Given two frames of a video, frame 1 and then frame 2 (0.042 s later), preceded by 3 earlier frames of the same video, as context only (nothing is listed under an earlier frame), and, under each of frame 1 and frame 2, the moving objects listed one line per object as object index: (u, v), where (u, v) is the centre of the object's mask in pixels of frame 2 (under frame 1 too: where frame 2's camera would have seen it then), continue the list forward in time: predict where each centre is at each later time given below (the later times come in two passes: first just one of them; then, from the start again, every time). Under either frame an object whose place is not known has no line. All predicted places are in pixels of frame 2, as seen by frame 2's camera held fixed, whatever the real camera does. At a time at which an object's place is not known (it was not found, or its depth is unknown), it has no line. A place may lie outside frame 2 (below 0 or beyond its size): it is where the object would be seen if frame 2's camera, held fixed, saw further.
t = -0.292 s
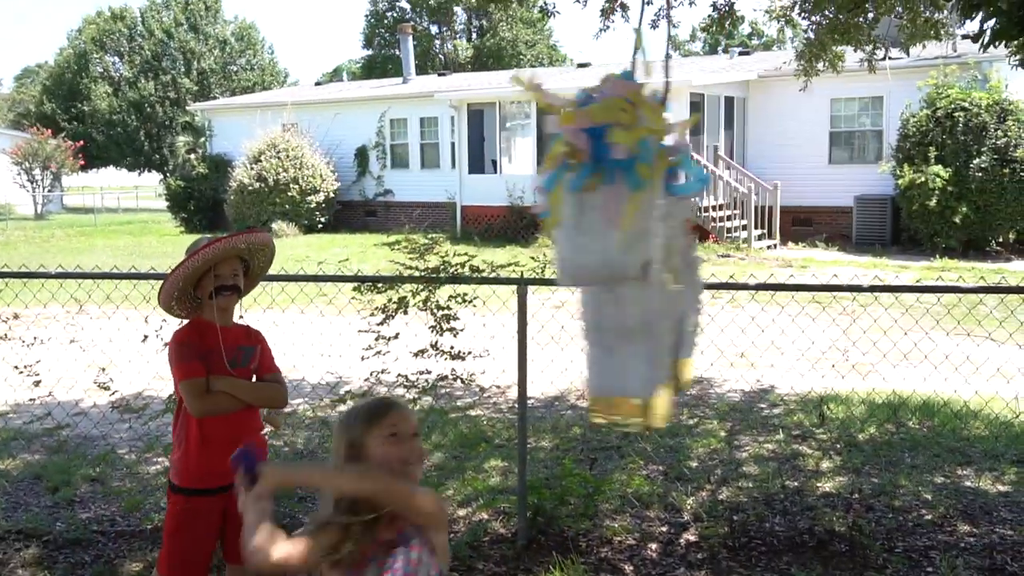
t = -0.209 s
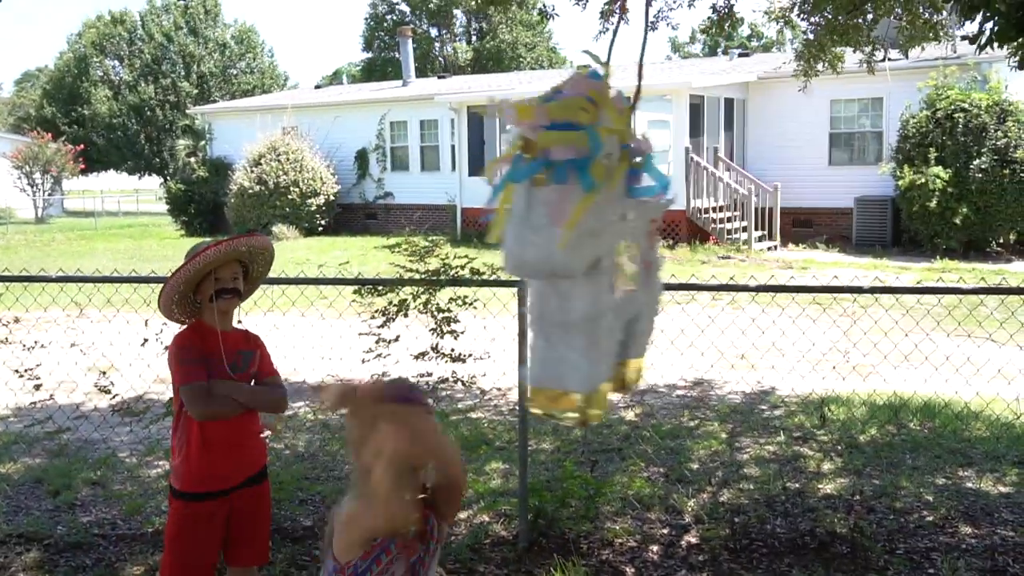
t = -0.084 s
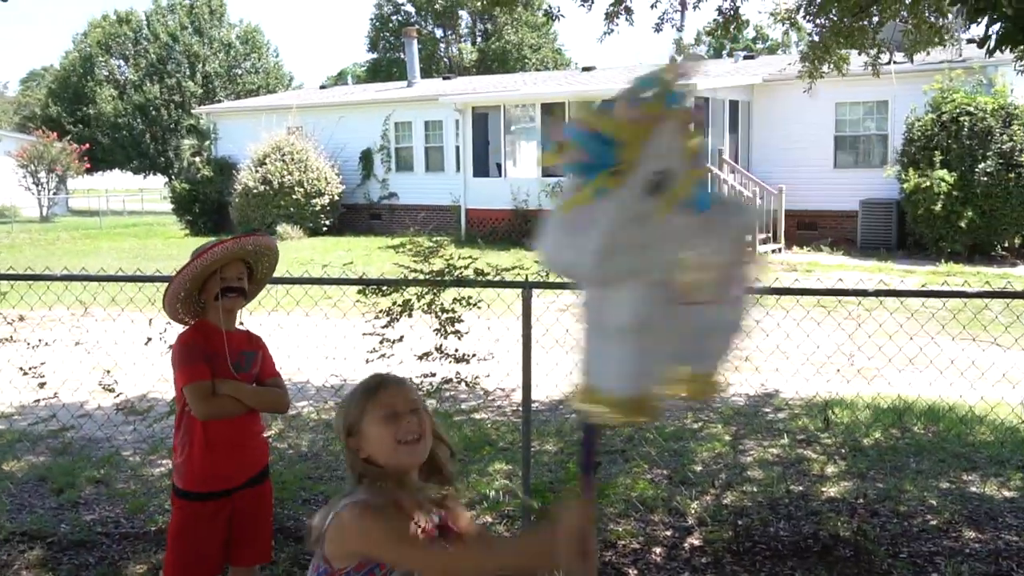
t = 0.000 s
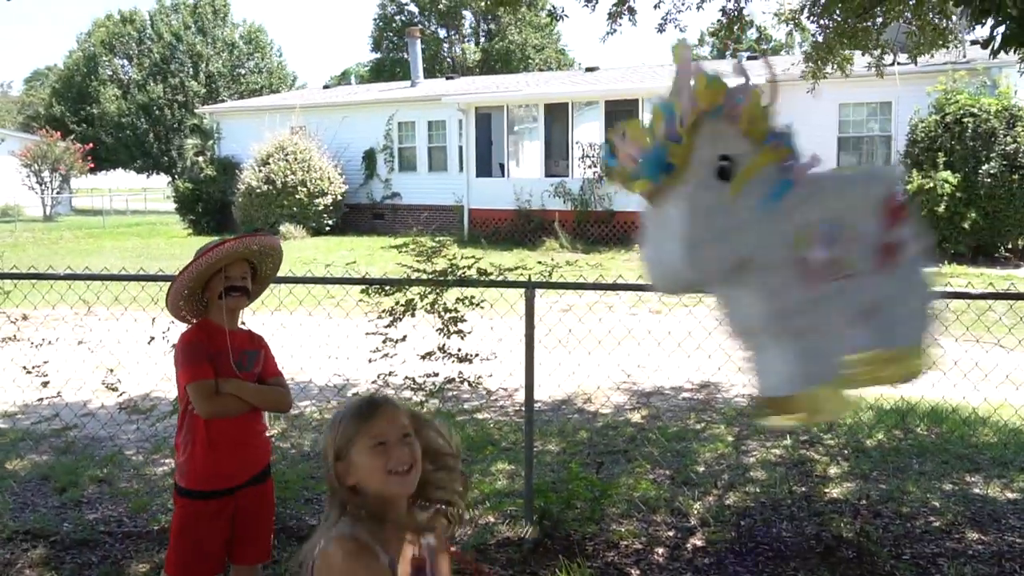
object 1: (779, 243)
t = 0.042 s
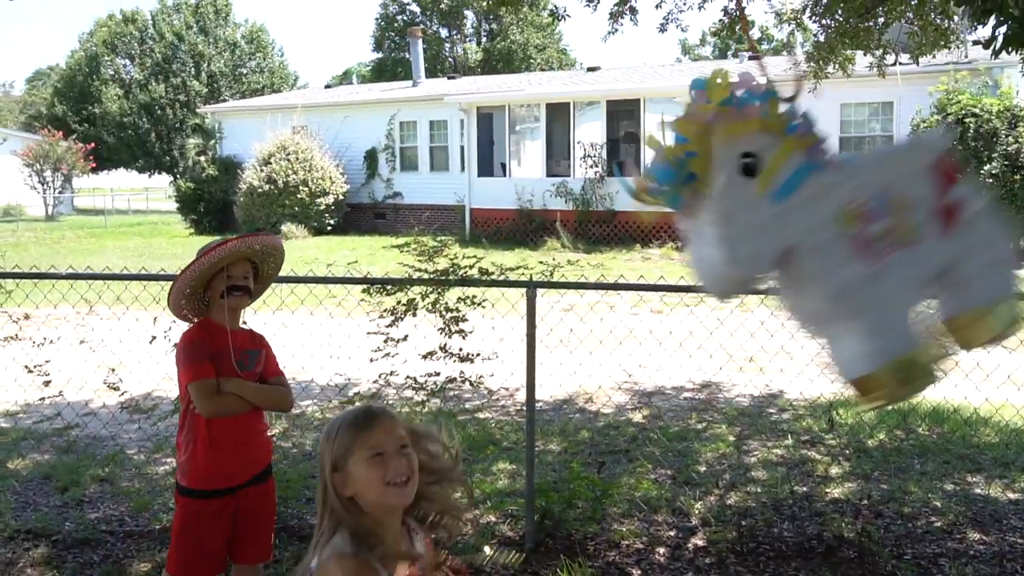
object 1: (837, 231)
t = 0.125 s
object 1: (881, 186)
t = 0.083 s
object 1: (858, 207)
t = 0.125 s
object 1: (881, 186)
